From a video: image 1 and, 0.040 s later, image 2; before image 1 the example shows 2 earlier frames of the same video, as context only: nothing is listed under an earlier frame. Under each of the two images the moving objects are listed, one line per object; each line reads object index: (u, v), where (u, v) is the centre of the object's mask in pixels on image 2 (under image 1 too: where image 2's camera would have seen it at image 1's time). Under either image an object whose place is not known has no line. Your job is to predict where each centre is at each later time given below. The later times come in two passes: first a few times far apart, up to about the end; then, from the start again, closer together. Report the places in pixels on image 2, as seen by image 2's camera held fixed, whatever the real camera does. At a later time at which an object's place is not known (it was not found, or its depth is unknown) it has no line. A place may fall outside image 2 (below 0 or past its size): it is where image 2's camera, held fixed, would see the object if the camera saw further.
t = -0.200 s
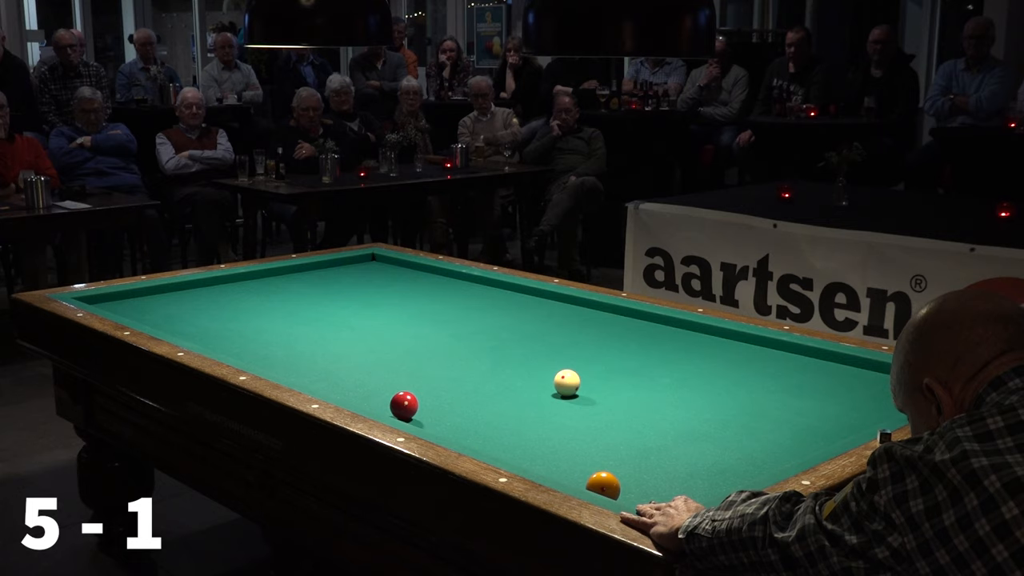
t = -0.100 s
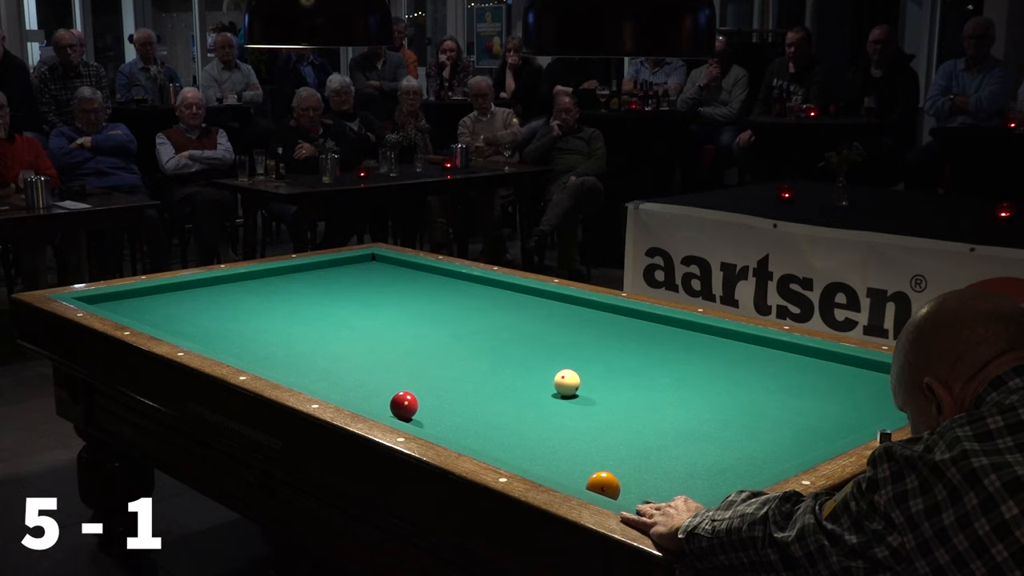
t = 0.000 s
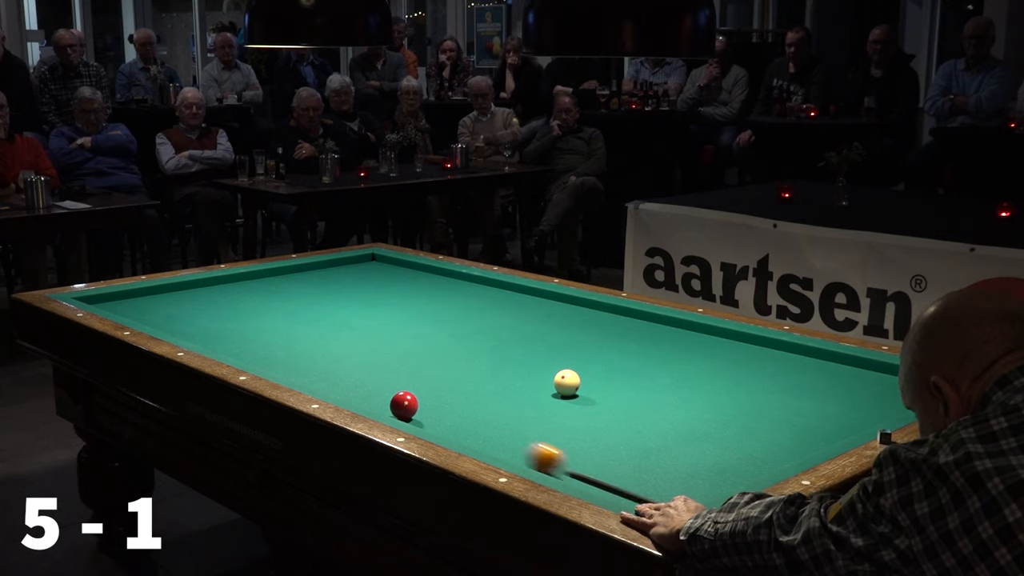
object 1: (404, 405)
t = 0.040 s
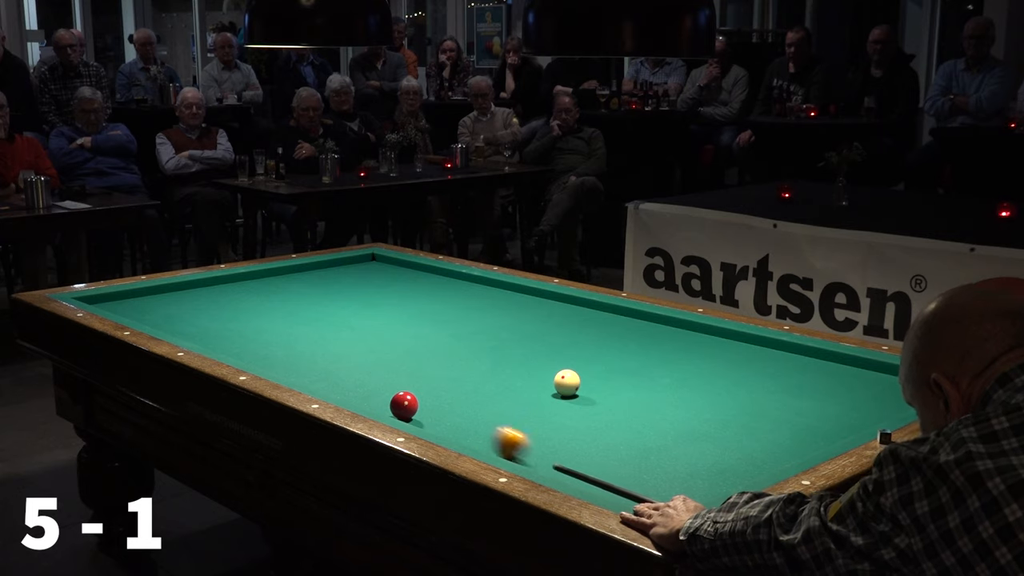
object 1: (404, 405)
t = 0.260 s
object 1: (362, 394)
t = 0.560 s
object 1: (364, 363)
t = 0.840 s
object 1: (365, 339)
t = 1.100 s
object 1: (366, 320)
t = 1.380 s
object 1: (367, 303)
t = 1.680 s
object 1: (367, 287)
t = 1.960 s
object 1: (368, 274)
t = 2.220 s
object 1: (368, 263)
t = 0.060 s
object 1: (404, 405)
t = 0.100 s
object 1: (404, 405)
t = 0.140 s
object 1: (404, 405)
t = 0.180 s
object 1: (378, 400)
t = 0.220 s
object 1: (361, 397)
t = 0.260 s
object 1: (362, 394)
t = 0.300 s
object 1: (363, 389)
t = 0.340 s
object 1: (363, 384)
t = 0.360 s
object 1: (363, 382)
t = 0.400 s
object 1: (364, 378)
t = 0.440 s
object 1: (364, 374)
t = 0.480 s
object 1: (364, 370)
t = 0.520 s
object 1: (364, 366)
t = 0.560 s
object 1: (364, 363)
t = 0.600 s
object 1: (364, 359)
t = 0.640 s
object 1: (365, 356)
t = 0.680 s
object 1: (365, 352)
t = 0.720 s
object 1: (365, 349)
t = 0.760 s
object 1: (365, 345)
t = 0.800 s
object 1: (365, 342)
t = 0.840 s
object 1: (365, 339)
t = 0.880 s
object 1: (365, 336)
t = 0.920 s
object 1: (365, 333)
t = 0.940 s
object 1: (366, 331)
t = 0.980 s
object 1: (366, 329)
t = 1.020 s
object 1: (366, 326)
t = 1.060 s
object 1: (366, 323)
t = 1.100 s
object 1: (366, 320)
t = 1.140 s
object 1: (366, 318)
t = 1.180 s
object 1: (366, 315)
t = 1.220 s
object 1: (366, 313)
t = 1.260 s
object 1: (367, 310)
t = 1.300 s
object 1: (367, 308)
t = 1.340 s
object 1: (367, 305)
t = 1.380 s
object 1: (367, 303)
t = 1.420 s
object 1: (367, 301)
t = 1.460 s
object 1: (367, 299)
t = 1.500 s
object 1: (367, 296)
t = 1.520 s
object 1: (367, 295)
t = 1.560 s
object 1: (367, 293)
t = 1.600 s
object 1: (367, 291)
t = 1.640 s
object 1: (367, 289)
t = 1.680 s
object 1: (367, 287)
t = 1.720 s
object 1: (367, 285)
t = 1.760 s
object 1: (367, 283)
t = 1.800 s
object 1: (367, 281)
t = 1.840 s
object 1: (368, 279)
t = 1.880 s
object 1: (368, 277)
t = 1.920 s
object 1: (368, 276)
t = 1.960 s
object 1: (368, 274)
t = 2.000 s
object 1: (368, 272)
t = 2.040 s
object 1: (368, 270)
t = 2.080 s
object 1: (368, 269)
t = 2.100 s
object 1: (368, 268)
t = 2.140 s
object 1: (368, 267)
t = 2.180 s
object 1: (368, 265)
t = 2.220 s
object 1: (368, 263)
